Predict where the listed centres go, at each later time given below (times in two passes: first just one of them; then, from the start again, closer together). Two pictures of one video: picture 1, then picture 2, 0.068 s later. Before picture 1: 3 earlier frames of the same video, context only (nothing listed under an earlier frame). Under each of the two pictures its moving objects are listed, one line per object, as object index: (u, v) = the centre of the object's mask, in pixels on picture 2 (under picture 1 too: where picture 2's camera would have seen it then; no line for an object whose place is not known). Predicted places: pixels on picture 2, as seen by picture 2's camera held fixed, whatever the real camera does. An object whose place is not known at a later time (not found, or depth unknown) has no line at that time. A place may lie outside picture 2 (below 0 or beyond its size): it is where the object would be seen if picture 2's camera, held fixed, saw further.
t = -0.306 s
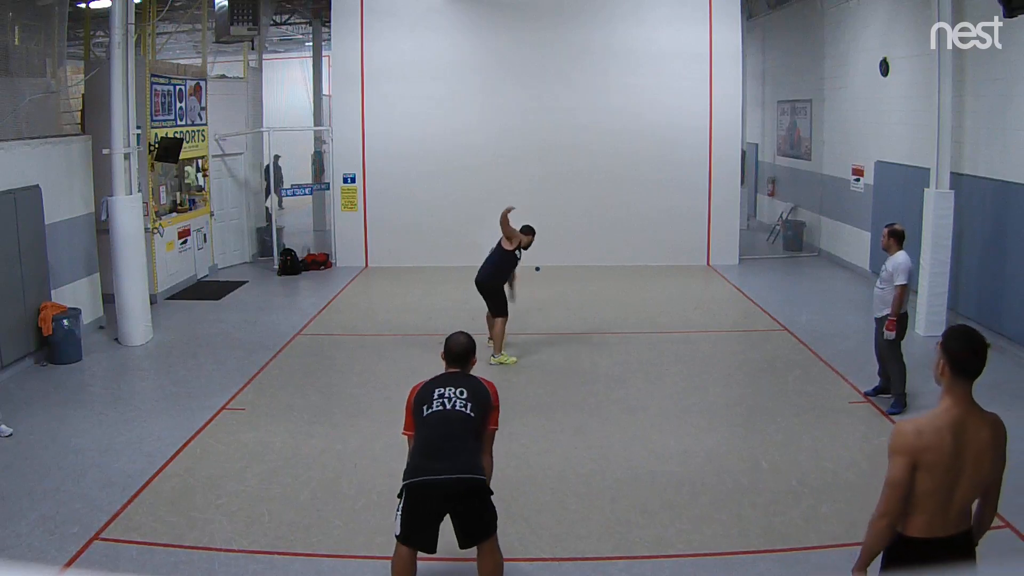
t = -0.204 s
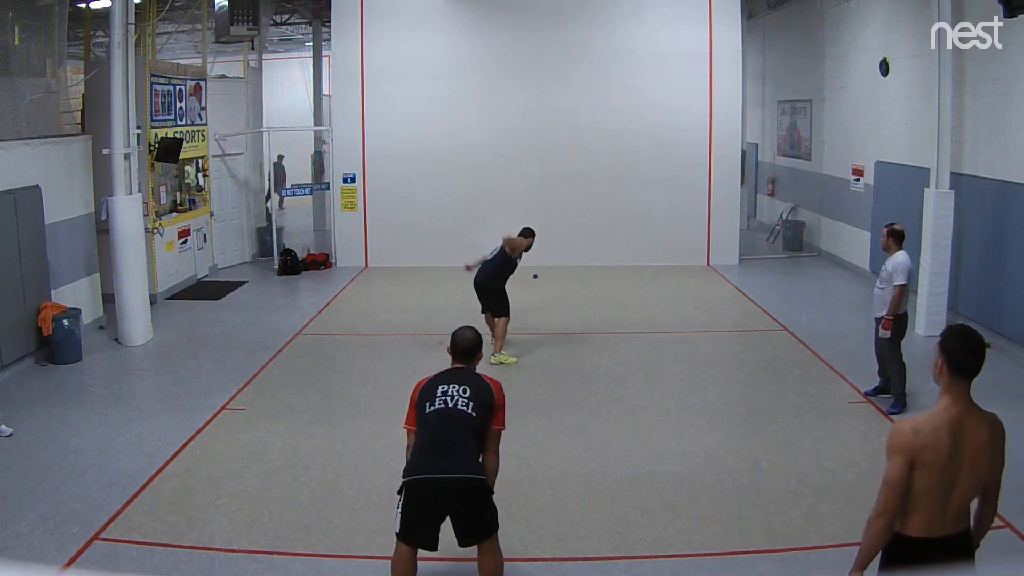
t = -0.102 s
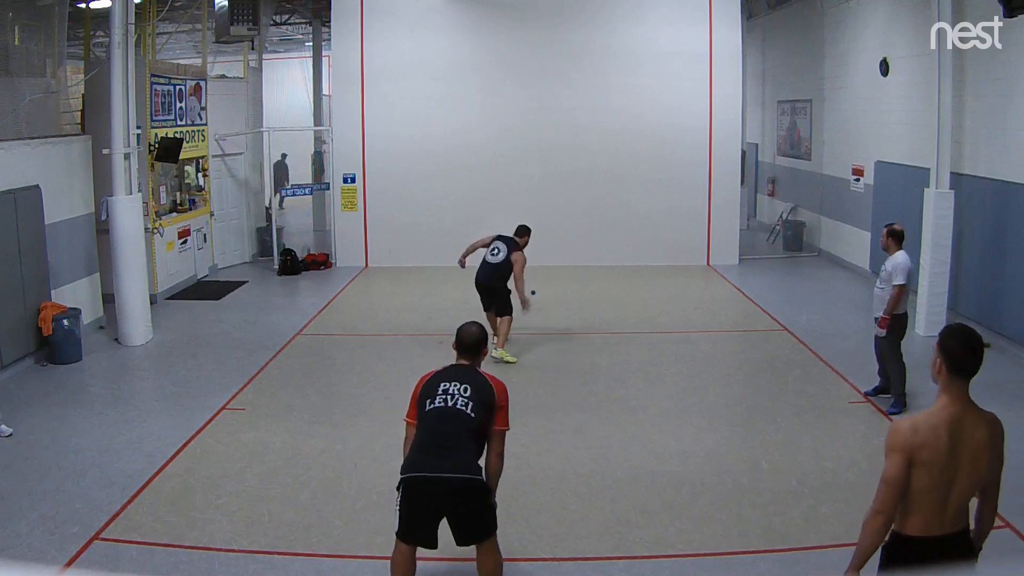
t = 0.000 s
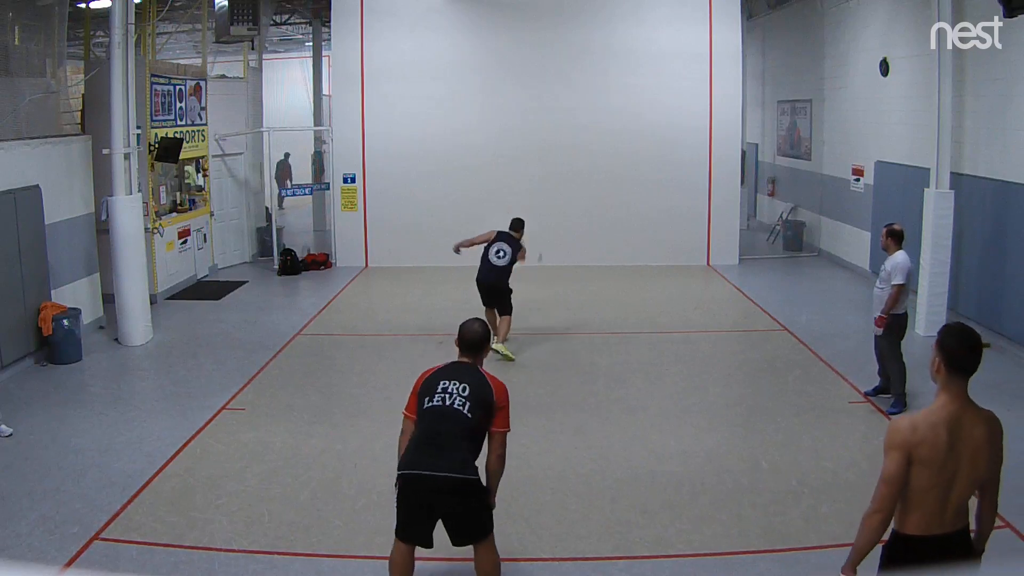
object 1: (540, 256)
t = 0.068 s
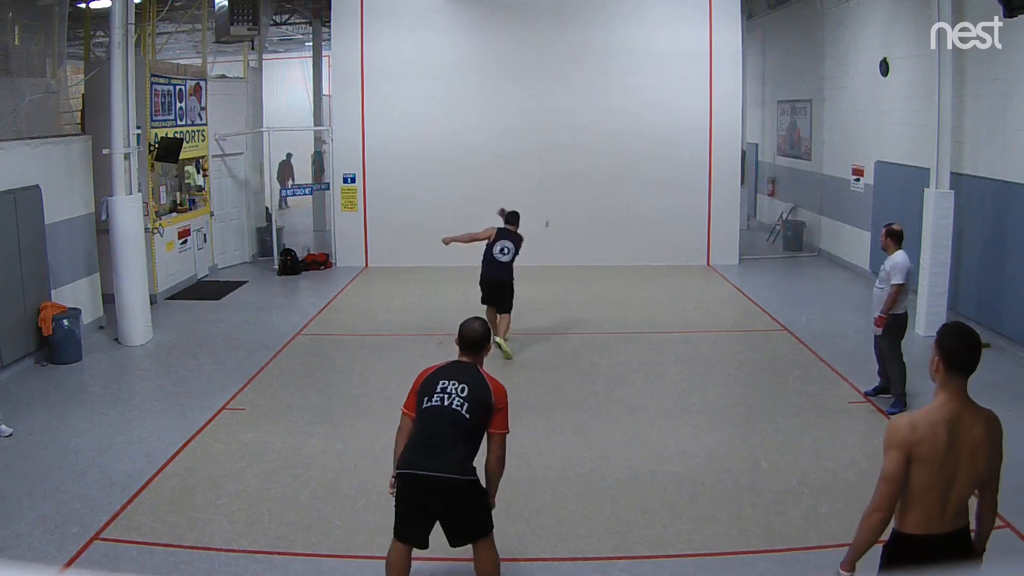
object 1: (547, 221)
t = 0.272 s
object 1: (561, 178)
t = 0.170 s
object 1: (556, 186)
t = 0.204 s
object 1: (555, 179)
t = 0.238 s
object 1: (557, 178)
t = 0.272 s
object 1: (561, 178)
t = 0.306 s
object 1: (568, 176)
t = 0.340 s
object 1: (571, 179)
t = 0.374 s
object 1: (578, 179)
